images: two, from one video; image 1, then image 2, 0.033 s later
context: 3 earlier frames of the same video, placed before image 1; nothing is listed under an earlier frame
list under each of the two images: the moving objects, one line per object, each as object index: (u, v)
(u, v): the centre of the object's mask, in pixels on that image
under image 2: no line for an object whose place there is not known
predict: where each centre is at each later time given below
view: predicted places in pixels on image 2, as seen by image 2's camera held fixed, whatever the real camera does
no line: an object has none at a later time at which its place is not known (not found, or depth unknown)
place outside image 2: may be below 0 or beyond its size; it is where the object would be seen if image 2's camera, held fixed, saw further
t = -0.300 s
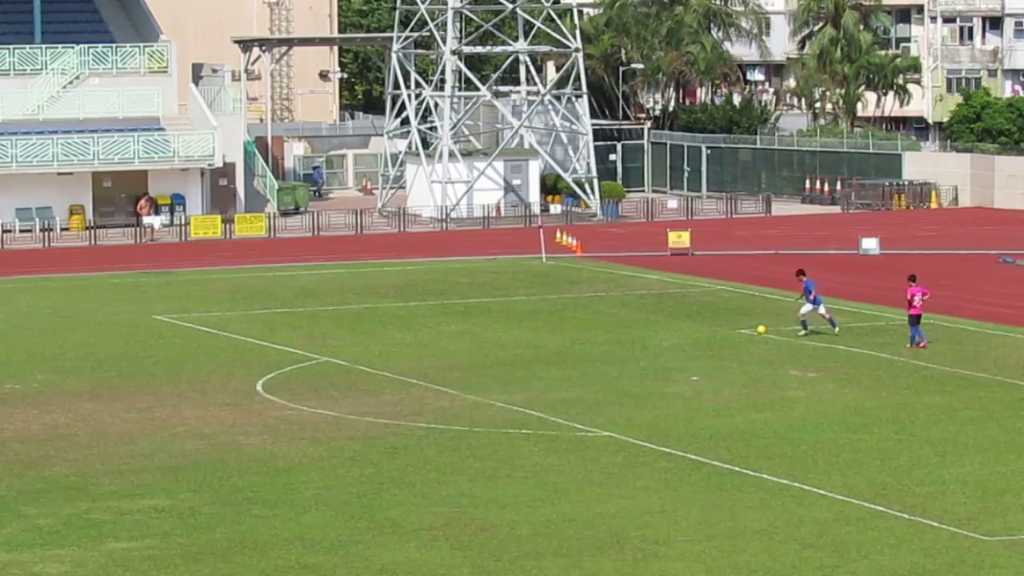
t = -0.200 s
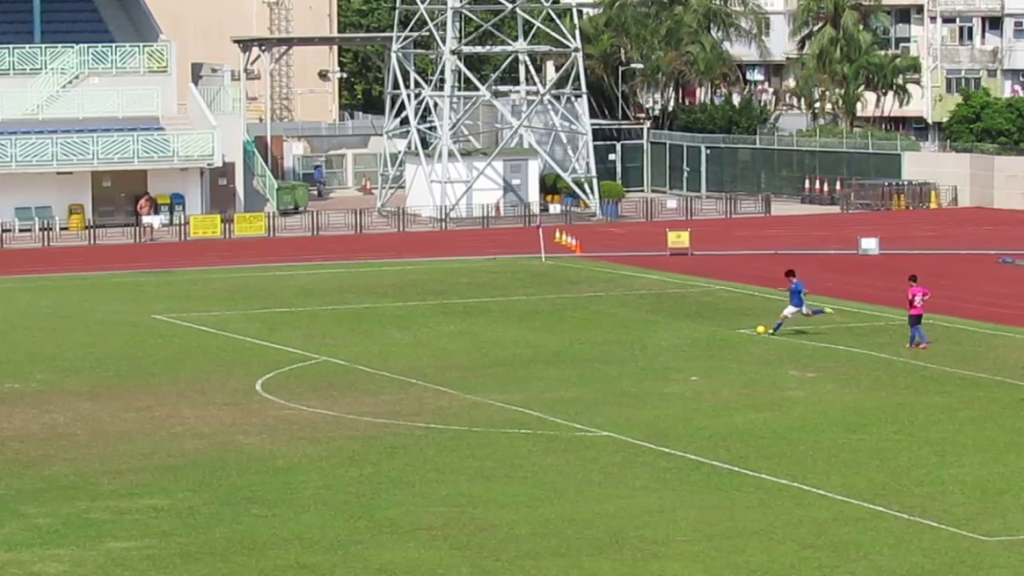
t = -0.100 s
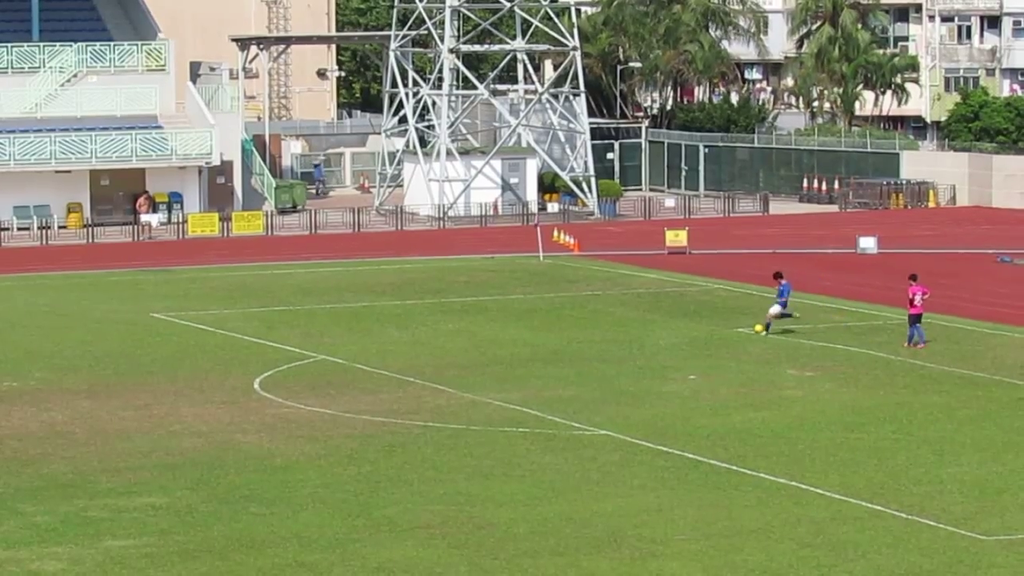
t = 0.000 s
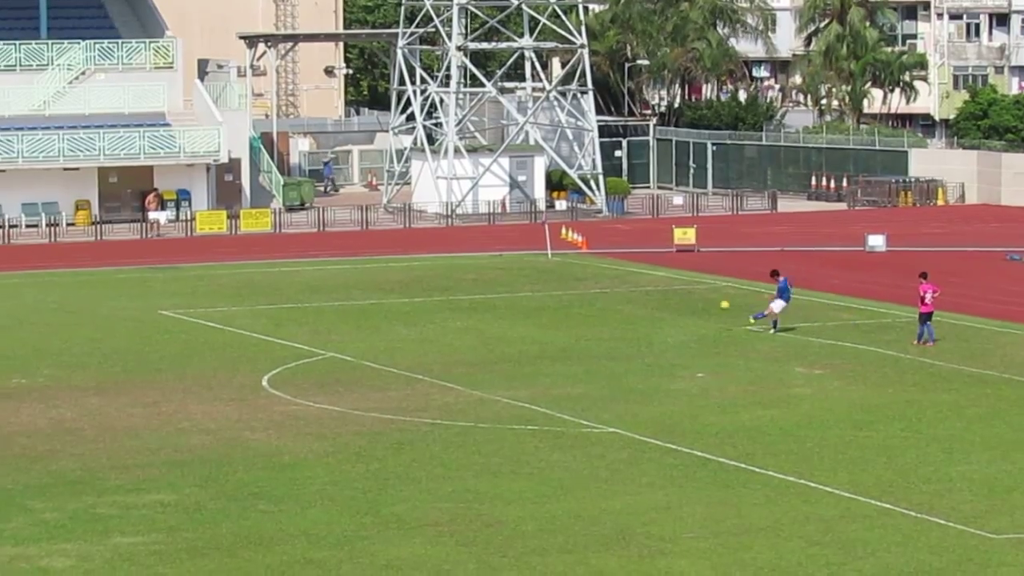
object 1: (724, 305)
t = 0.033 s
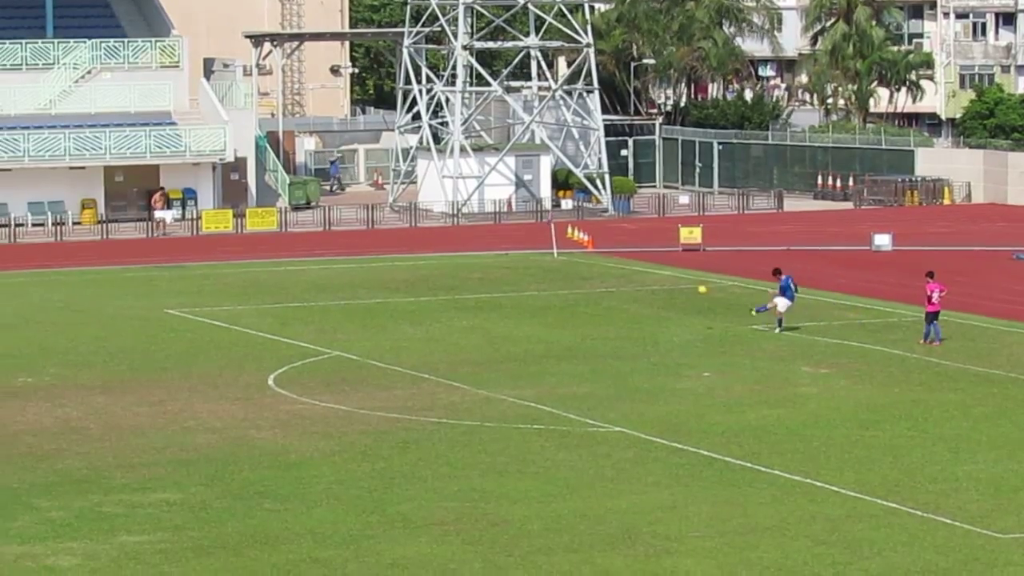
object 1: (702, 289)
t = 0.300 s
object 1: (488, 185)
